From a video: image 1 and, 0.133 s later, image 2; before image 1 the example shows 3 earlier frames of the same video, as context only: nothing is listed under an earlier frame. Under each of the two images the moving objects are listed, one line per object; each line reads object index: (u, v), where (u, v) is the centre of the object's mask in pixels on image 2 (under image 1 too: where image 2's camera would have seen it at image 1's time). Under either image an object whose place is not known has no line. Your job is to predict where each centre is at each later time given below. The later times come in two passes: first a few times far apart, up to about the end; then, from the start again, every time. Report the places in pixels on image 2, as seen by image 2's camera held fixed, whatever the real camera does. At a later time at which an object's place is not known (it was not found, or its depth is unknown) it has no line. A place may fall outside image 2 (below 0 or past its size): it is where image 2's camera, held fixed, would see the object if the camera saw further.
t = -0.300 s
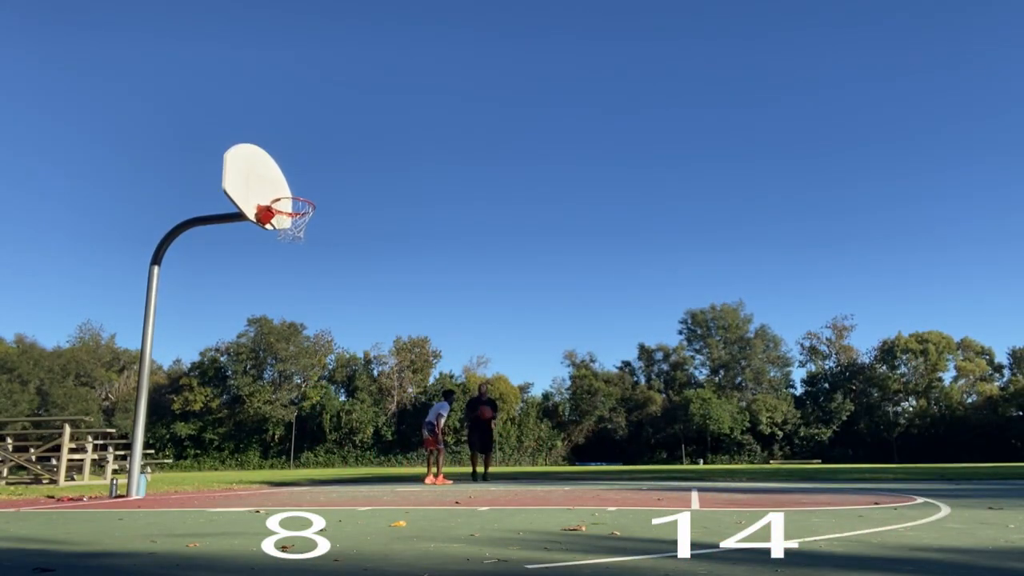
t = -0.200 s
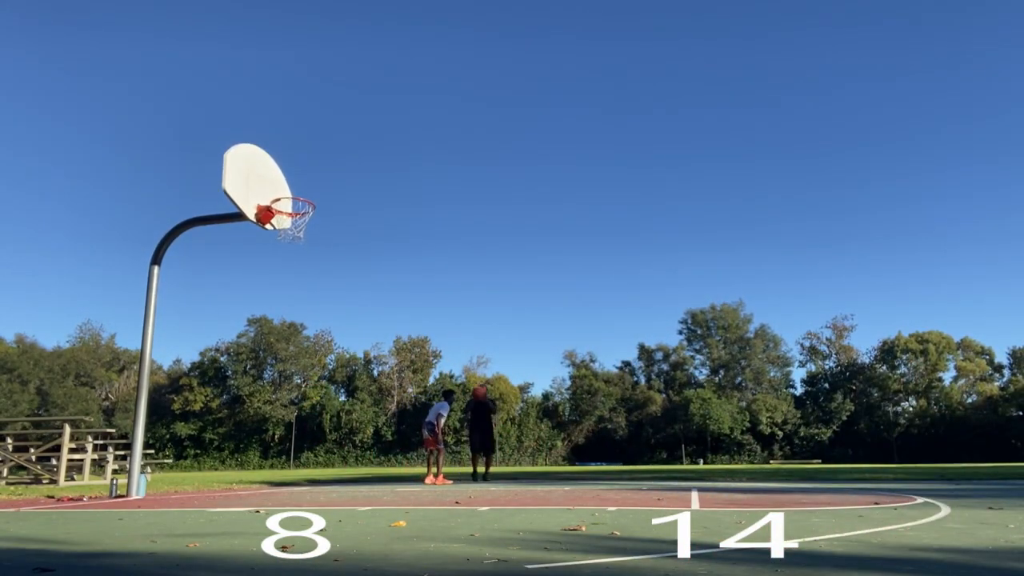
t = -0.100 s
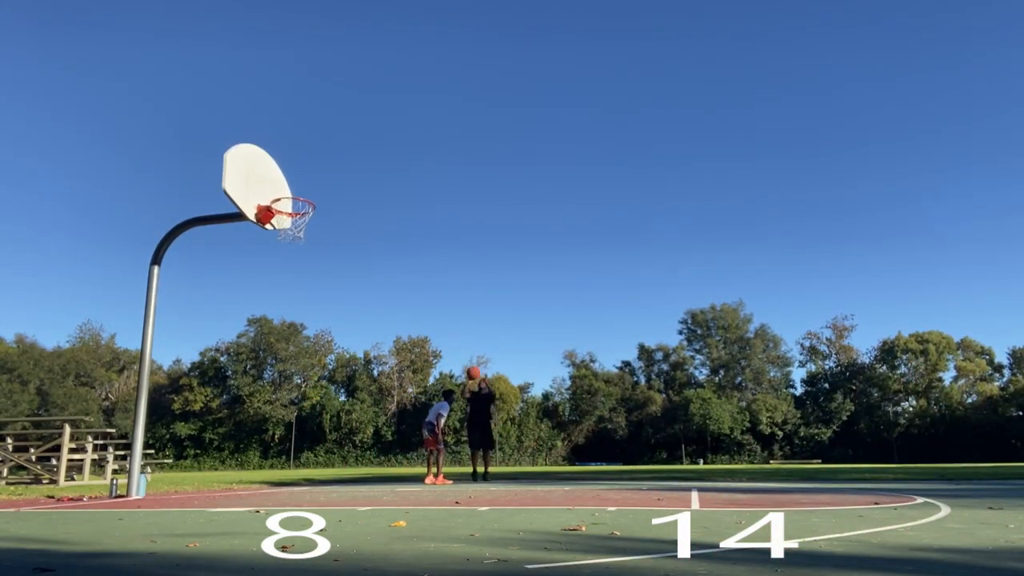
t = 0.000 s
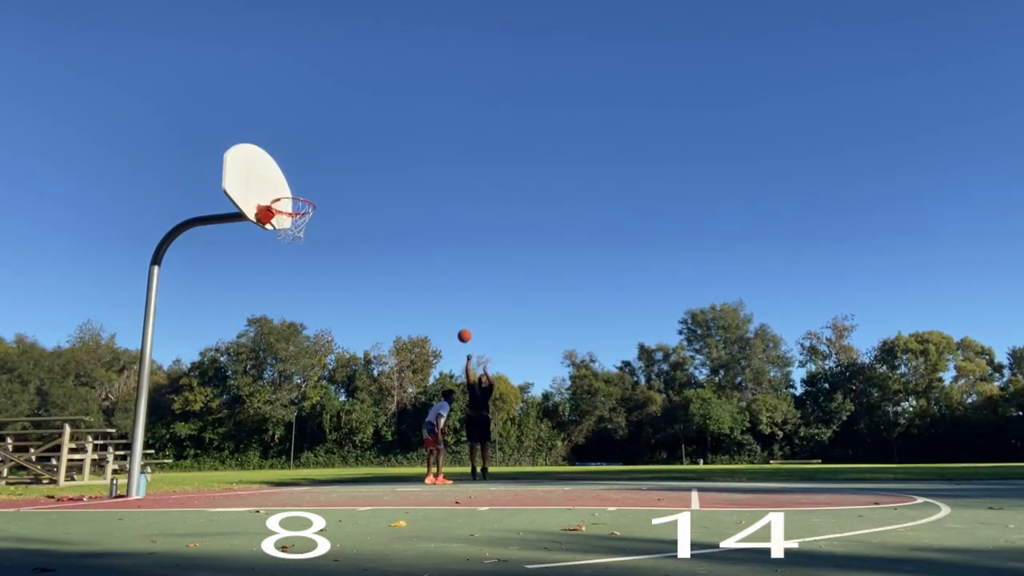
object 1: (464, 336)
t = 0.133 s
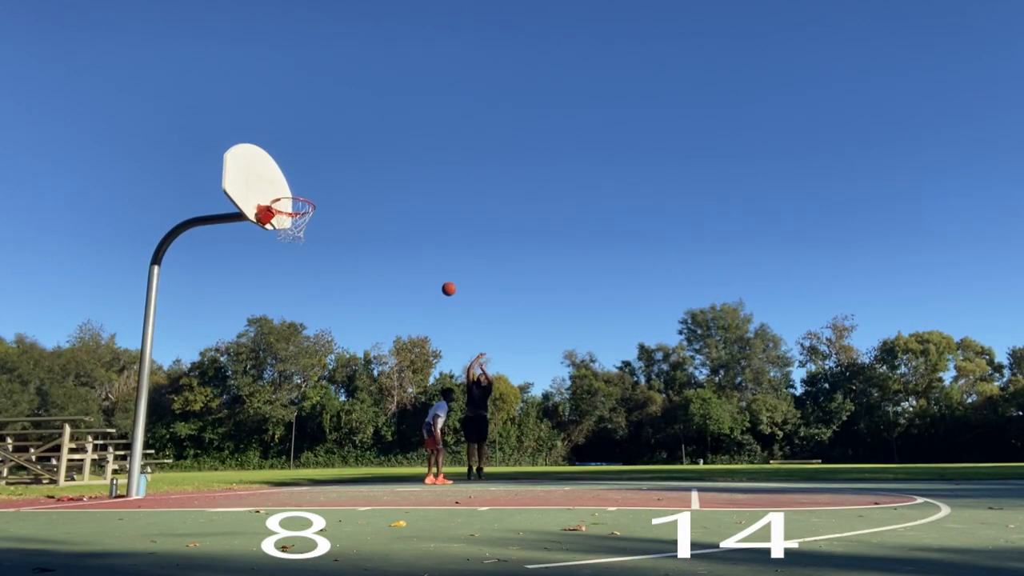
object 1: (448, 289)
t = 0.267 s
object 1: (431, 249)
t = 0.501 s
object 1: (399, 199)
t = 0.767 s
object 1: (353, 175)
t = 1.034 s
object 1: (296, 201)
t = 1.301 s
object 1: (343, 197)
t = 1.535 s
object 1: (410, 224)
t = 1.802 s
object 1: (483, 303)
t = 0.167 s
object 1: (444, 278)
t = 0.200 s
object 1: (440, 268)
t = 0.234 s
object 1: (436, 258)
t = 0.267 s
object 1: (431, 249)
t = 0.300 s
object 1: (427, 240)
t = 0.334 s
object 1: (423, 232)
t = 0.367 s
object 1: (418, 224)
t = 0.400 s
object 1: (413, 217)
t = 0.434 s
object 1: (408, 210)
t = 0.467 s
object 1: (404, 204)
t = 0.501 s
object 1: (399, 199)
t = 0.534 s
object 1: (393, 194)
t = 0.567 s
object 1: (388, 189)
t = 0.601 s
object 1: (383, 185)
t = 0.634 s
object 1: (377, 182)
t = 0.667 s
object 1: (371, 179)
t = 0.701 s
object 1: (365, 177)
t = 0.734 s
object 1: (359, 176)
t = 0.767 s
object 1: (353, 175)
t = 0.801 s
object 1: (347, 176)
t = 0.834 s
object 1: (340, 177)
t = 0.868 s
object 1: (333, 178)
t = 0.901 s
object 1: (326, 181)
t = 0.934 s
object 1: (319, 184)
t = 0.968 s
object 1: (311, 189)
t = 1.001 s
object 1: (304, 193)
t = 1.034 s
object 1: (296, 201)
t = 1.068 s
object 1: (287, 205)
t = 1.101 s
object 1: (283, 204)
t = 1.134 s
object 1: (292, 203)
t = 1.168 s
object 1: (303, 200)
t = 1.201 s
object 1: (314, 197)
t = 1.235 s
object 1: (323, 197)
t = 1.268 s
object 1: (333, 196)
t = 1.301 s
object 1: (343, 197)
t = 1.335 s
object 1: (353, 198)
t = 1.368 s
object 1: (363, 200)
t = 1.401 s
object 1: (372, 204)
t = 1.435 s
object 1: (382, 207)
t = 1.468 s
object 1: (391, 212)
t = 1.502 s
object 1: (401, 217)
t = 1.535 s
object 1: (410, 224)
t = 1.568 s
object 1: (419, 231)
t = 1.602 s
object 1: (428, 239)
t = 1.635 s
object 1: (438, 247)
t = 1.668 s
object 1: (447, 257)
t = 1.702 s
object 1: (456, 267)
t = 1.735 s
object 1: (465, 278)
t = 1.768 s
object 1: (474, 290)
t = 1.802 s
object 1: (483, 303)
